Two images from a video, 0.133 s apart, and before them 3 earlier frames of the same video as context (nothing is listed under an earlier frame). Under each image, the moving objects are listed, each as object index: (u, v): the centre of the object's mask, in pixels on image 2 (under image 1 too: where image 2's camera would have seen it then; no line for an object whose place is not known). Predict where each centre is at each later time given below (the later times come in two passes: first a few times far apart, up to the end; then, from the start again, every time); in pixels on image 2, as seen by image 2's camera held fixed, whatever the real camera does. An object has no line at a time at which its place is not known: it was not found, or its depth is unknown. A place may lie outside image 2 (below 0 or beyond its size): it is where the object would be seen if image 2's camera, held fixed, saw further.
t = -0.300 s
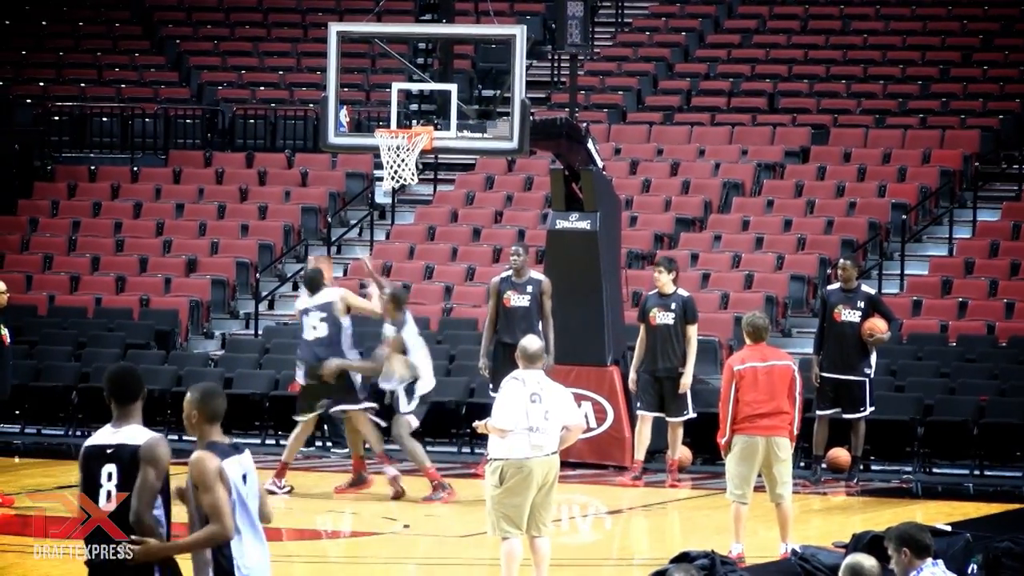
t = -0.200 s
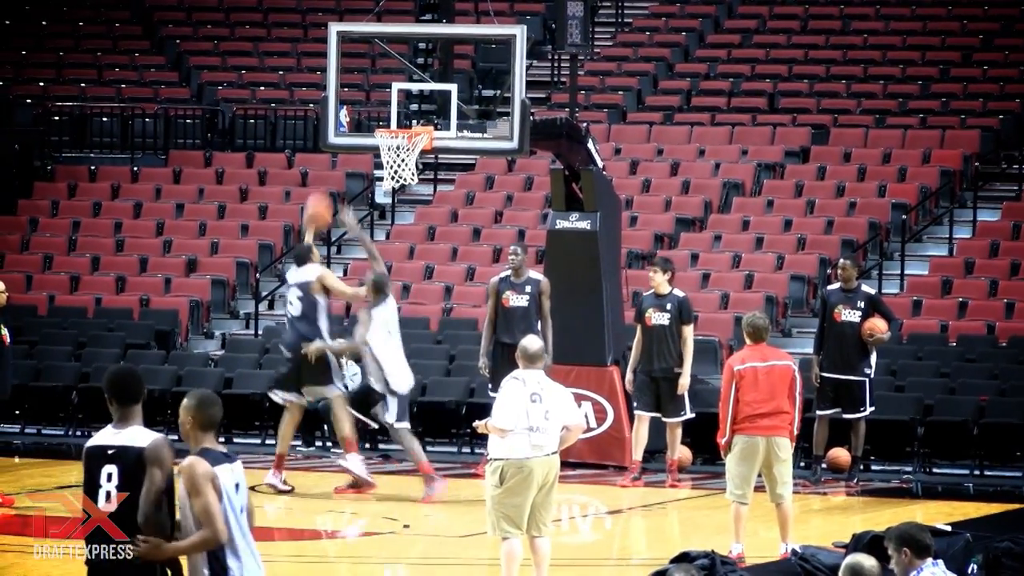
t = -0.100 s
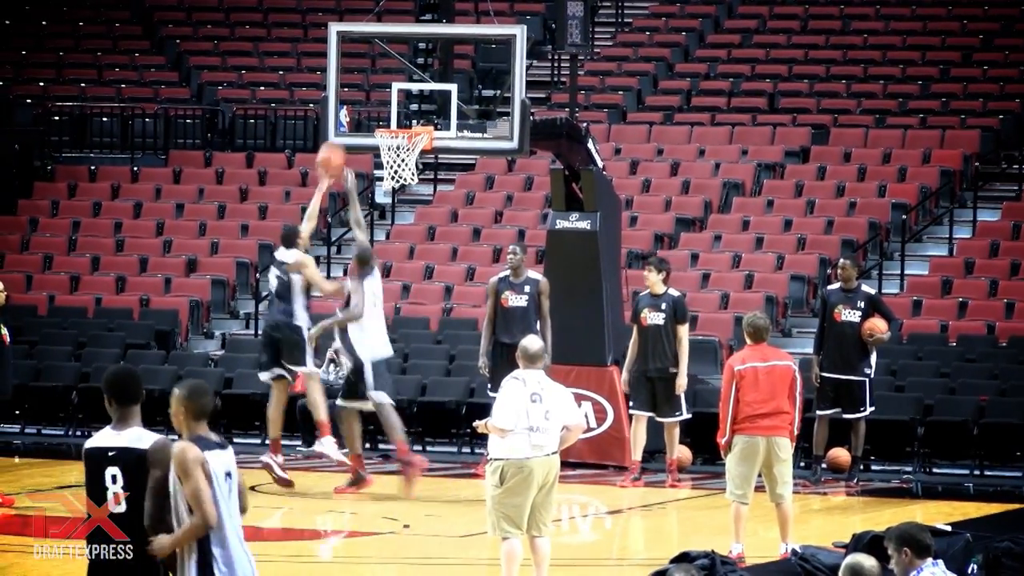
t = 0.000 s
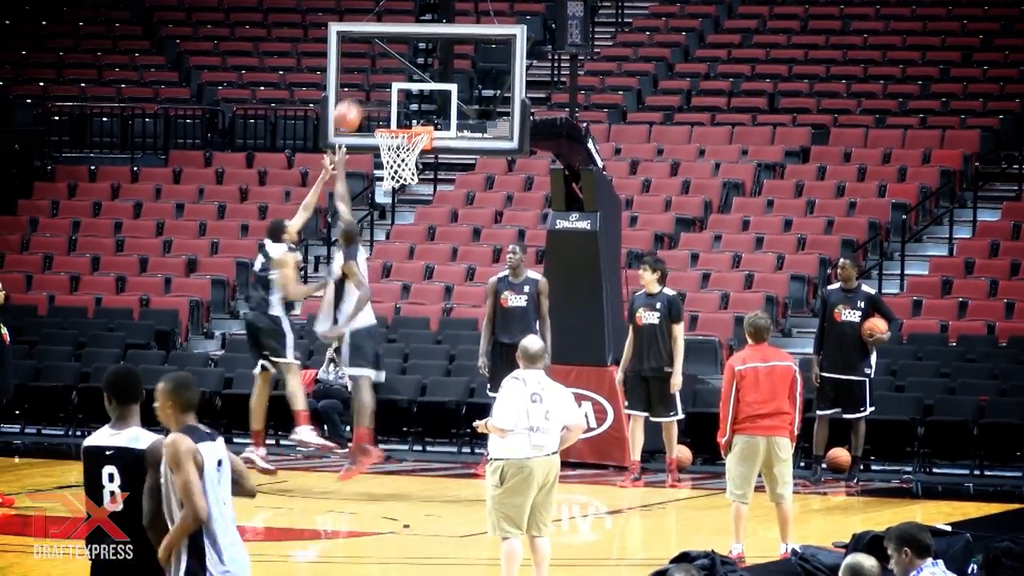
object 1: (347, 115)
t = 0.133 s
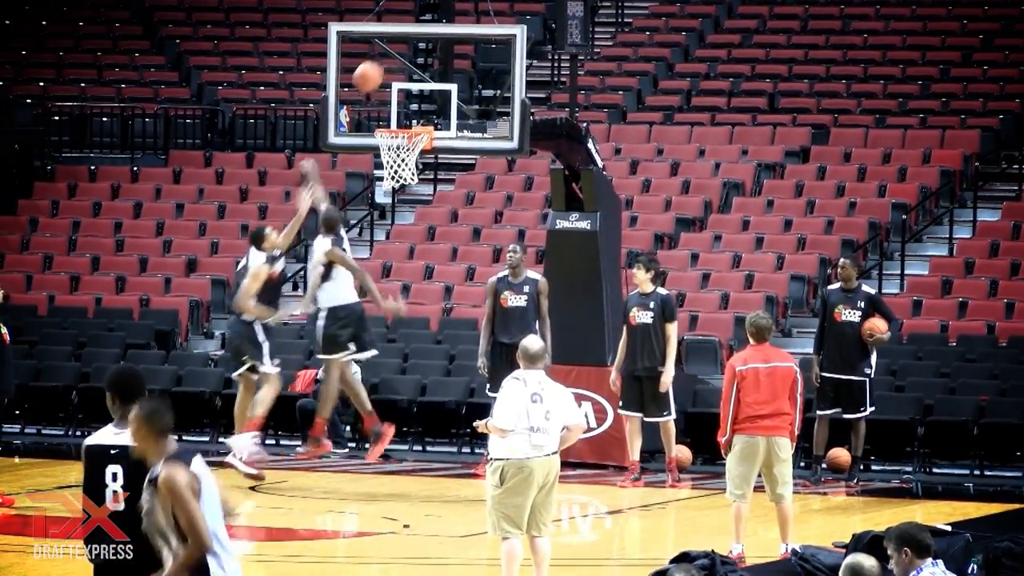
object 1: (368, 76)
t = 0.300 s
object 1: (394, 55)
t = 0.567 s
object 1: (419, 72)
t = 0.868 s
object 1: (421, 87)
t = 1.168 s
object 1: (403, 92)
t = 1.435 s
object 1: (407, 124)
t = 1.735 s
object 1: (399, 203)
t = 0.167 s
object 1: (373, 70)
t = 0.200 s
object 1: (378, 65)
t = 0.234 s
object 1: (384, 60)
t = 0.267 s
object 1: (389, 57)
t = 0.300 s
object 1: (394, 55)
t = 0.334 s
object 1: (399, 54)
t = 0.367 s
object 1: (404, 55)
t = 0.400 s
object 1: (408, 56)
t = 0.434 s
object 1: (410, 57)
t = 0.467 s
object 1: (413, 59)
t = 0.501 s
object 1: (415, 62)
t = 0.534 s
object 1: (417, 67)
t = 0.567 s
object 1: (419, 72)
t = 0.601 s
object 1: (422, 80)
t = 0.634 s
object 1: (424, 89)
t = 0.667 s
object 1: (427, 101)
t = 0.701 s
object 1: (428, 110)
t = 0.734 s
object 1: (429, 115)
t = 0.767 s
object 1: (427, 107)
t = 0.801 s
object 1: (425, 102)
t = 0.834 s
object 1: (423, 92)
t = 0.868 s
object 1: (421, 87)
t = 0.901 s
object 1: (419, 82)
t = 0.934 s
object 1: (417, 79)
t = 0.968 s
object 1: (415, 77)
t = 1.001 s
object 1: (413, 77)
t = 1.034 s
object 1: (411, 77)
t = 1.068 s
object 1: (409, 79)
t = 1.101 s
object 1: (407, 82)
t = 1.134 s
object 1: (405, 86)
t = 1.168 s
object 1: (403, 92)
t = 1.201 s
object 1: (401, 100)
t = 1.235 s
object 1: (399, 106)
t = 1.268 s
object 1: (397, 115)
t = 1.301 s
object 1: (397, 119)
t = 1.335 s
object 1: (400, 120)
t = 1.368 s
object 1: (402, 120)
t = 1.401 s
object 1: (406, 122)
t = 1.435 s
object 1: (407, 124)
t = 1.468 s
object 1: (408, 142)
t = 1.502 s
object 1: (407, 143)
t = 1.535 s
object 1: (407, 143)
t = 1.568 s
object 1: (403, 149)
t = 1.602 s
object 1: (401, 162)
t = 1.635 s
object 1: (403, 171)
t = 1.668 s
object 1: (403, 188)
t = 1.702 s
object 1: (401, 192)
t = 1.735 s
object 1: (399, 203)
